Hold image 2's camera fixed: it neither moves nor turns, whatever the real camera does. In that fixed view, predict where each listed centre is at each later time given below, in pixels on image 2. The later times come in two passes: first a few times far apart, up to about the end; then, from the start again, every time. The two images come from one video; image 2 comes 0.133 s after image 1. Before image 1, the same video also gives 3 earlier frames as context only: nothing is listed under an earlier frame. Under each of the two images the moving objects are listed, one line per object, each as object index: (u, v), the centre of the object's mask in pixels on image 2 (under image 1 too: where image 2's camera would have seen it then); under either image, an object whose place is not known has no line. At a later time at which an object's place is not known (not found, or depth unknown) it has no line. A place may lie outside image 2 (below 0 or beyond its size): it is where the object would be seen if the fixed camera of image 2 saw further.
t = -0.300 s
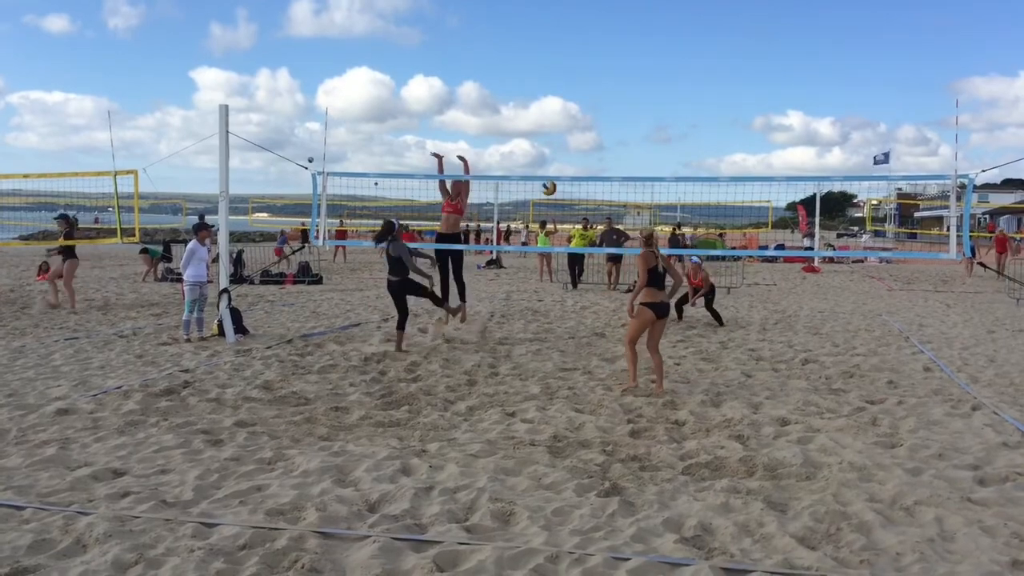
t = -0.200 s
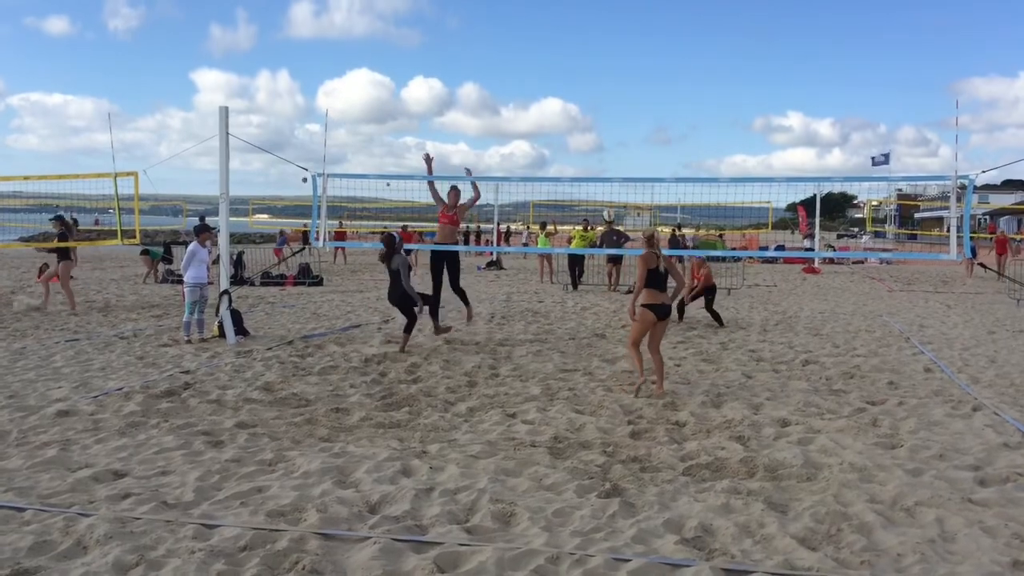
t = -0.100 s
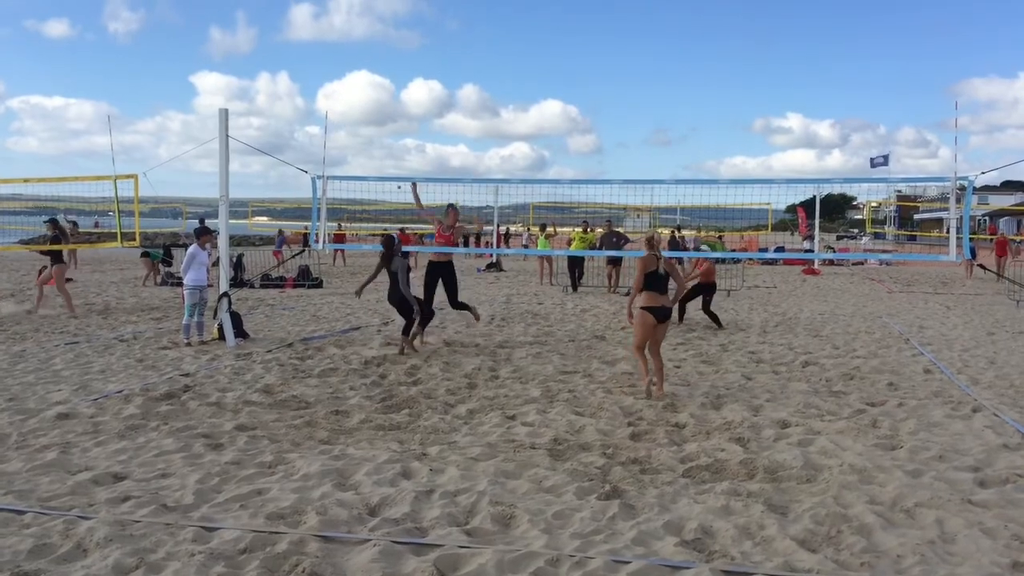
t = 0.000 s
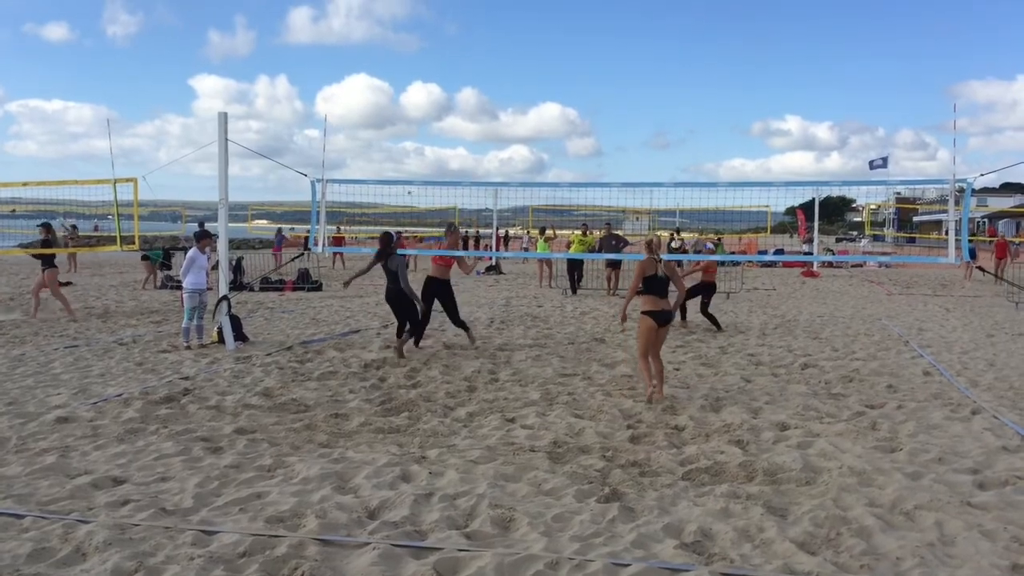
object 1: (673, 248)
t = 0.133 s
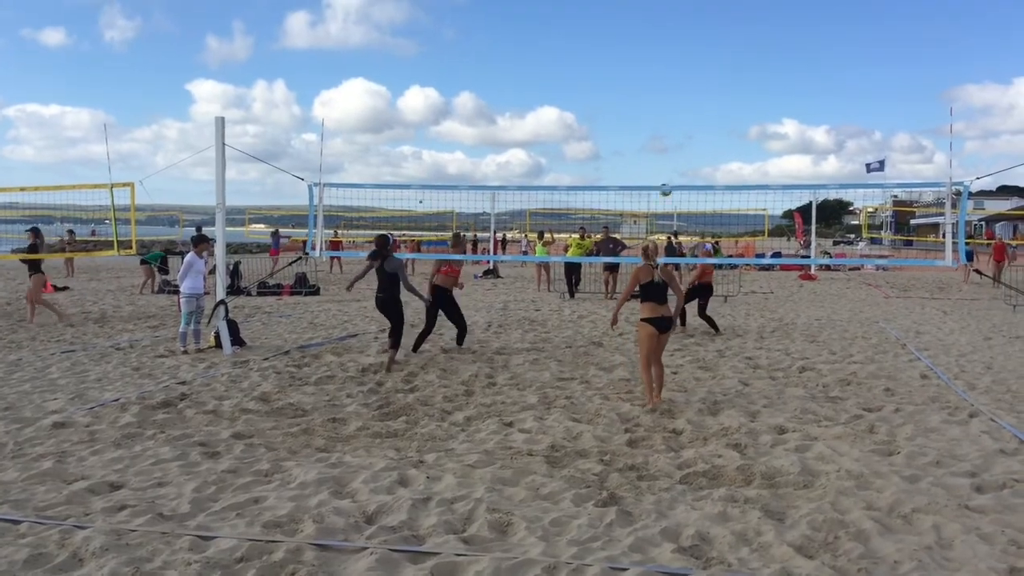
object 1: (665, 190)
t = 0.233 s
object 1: (658, 150)
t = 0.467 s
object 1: (639, 81)
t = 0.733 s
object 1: (614, 38)
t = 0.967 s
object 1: (588, 39)
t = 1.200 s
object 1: (561, 76)
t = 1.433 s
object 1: (531, 153)
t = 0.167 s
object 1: (663, 176)
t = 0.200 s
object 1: (660, 163)
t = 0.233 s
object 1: (658, 150)
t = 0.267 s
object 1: (655, 139)
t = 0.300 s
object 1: (652, 128)
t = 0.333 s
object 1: (650, 117)
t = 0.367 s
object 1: (647, 107)
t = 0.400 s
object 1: (644, 97)
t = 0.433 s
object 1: (642, 89)
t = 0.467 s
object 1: (639, 81)
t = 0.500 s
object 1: (635, 73)
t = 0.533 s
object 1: (632, 66)
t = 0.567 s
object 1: (629, 60)
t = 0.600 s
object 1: (627, 54)
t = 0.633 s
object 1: (624, 49)
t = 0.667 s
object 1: (621, 45)
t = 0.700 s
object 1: (617, 41)
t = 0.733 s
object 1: (614, 38)
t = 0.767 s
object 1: (610, 36)
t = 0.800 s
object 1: (606, 35)
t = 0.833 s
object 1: (603, 34)
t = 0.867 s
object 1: (599, 34)
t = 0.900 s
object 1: (596, 34)
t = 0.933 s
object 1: (592, 36)
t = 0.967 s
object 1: (588, 39)
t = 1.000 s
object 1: (585, 42)
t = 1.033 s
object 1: (581, 45)
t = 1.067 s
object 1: (577, 50)
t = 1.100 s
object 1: (573, 55)
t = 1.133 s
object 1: (569, 62)
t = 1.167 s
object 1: (565, 69)
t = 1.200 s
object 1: (561, 76)
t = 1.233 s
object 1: (557, 85)
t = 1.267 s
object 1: (553, 94)
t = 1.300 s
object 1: (548, 104)
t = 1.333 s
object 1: (544, 115)
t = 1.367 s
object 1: (540, 127)
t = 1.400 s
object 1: (536, 140)
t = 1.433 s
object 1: (531, 153)
